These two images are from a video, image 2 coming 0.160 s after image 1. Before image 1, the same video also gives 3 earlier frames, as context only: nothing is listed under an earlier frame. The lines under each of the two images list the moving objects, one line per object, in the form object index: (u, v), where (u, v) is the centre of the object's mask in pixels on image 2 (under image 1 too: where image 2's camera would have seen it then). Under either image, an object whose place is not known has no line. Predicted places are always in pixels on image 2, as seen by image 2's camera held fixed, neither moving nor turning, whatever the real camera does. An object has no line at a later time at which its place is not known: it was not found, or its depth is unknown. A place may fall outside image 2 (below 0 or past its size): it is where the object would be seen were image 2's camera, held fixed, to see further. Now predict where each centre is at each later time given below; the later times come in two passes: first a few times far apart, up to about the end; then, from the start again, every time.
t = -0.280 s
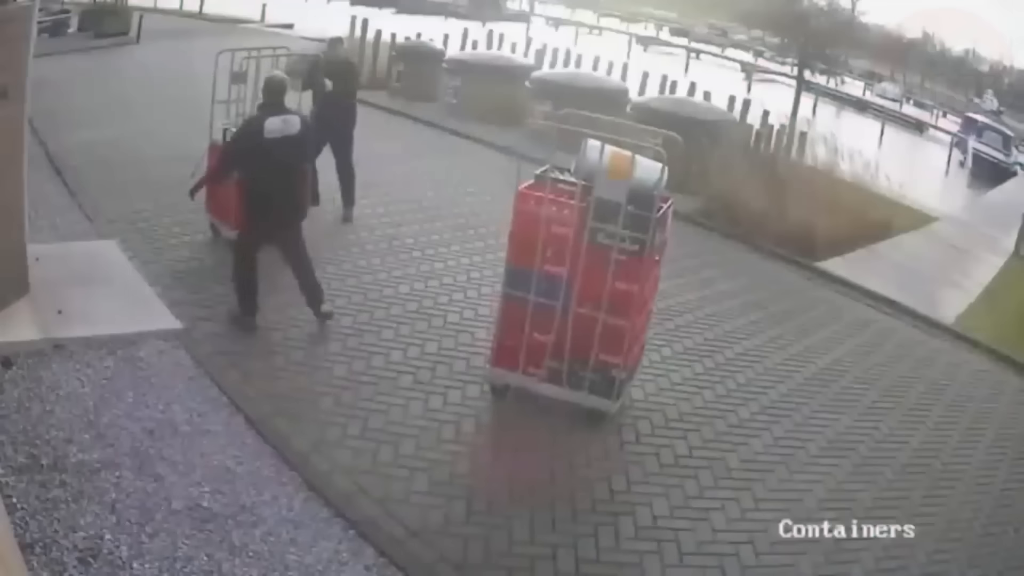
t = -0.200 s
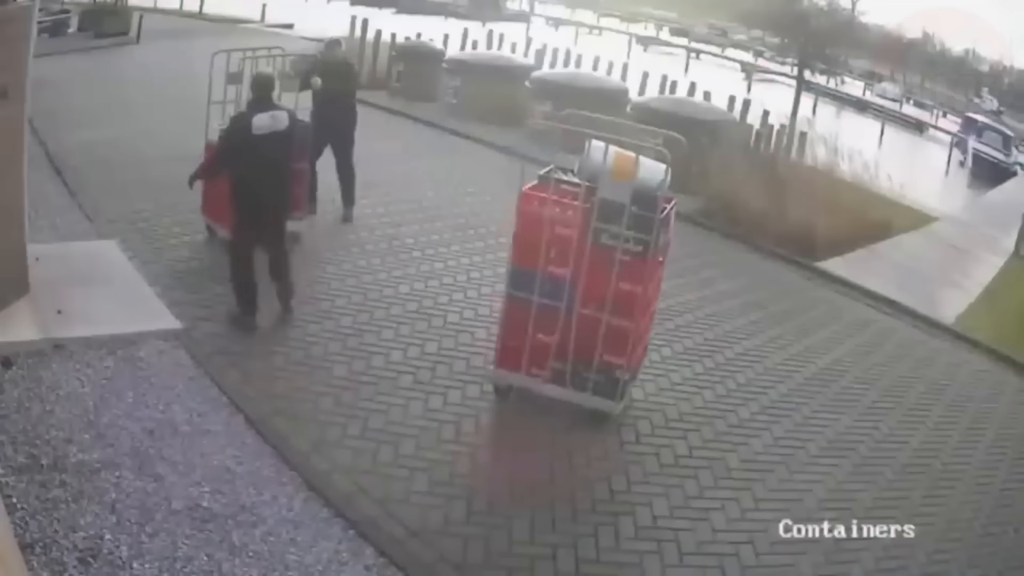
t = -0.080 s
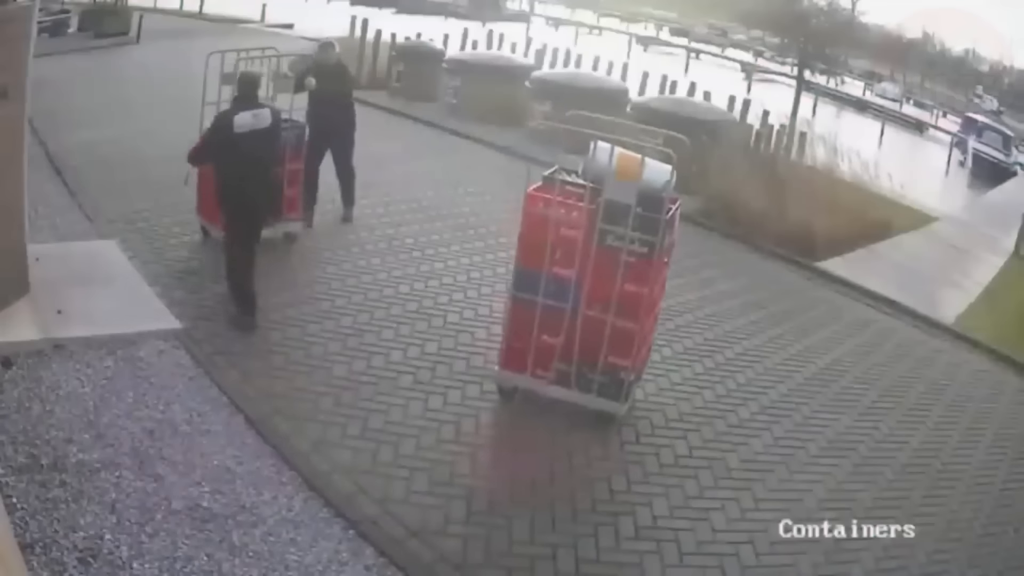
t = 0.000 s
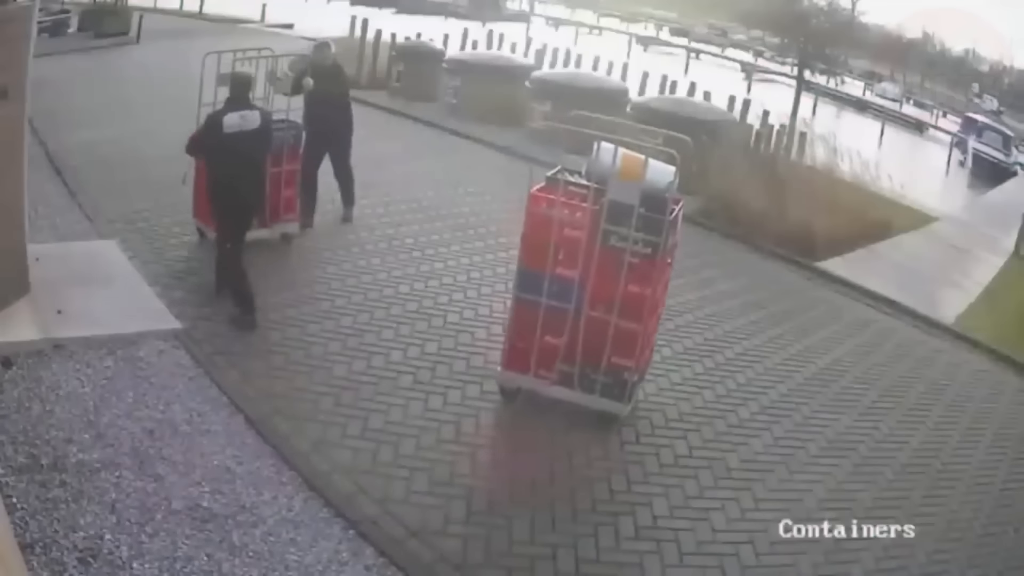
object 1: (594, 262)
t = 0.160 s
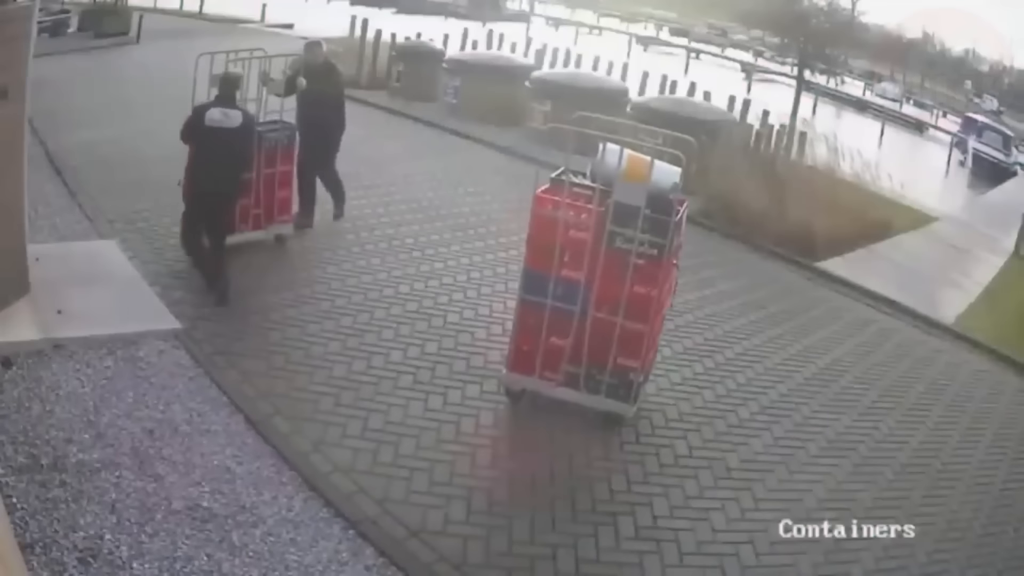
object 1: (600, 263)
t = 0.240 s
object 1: (602, 264)
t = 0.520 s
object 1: (610, 266)
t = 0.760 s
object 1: (616, 268)
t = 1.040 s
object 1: (625, 269)
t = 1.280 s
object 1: (631, 270)
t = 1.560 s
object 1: (637, 270)
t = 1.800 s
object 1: (644, 272)
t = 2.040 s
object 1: (650, 274)
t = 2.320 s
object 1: (659, 274)
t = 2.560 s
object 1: (666, 276)
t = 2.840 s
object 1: (675, 277)
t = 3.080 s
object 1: (682, 278)
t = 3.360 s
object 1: (691, 277)
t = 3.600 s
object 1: (699, 278)
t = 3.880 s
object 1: (709, 280)
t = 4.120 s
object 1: (717, 280)
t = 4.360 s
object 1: (725, 281)
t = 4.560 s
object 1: (733, 282)
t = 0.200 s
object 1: (601, 264)
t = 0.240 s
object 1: (602, 264)
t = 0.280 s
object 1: (603, 265)
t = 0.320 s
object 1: (604, 265)
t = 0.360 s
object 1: (606, 265)
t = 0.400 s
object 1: (607, 265)
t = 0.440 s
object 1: (608, 266)
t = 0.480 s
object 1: (609, 266)
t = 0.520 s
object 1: (610, 266)
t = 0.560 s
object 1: (611, 266)
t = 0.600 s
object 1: (612, 266)
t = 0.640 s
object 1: (613, 266)
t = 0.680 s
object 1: (614, 267)
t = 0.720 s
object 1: (615, 267)
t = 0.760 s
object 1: (616, 268)
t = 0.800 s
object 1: (618, 268)
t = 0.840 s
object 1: (619, 268)
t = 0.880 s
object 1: (620, 268)
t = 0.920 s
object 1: (621, 269)
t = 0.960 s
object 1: (622, 269)
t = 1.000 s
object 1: (624, 268)
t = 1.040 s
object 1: (625, 269)
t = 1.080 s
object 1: (626, 269)
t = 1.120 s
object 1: (627, 269)
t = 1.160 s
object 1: (628, 269)
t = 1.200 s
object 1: (629, 269)
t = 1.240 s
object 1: (630, 269)
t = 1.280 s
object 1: (631, 270)
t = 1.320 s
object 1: (632, 270)
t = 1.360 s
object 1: (633, 270)
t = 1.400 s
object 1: (634, 270)
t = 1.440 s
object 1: (635, 270)
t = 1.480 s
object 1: (635, 270)
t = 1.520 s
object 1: (636, 270)
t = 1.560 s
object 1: (637, 270)
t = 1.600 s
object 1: (638, 271)
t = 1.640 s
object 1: (639, 271)
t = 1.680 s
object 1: (640, 271)
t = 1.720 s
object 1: (642, 271)
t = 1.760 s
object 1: (643, 271)
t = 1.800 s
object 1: (644, 272)
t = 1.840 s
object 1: (645, 272)
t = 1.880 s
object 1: (646, 272)
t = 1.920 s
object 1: (647, 272)
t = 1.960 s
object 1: (648, 273)
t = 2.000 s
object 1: (649, 274)
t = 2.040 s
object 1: (650, 274)
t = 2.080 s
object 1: (651, 274)
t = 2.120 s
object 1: (652, 274)
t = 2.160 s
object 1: (653, 274)
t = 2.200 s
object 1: (655, 274)
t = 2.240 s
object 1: (656, 274)
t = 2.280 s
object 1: (658, 274)
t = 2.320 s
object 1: (659, 274)
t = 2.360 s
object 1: (660, 274)
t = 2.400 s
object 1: (661, 274)
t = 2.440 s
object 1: (662, 275)
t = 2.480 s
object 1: (664, 275)
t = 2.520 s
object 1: (665, 275)
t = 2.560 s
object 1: (666, 276)
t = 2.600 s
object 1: (668, 276)
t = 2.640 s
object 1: (669, 276)
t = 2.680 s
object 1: (670, 276)
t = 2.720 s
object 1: (672, 276)
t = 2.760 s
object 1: (673, 276)
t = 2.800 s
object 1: (674, 277)
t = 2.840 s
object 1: (675, 277)
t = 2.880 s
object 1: (676, 277)
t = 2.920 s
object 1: (678, 278)
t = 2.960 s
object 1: (679, 278)
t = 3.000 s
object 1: (680, 278)
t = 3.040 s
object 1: (681, 278)
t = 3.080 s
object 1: (682, 278)
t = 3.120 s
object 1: (684, 278)
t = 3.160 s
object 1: (685, 278)
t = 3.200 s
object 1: (686, 278)
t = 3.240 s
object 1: (687, 278)
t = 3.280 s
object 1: (688, 277)
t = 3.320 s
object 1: (690, 277)
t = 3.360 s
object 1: (691, 277)
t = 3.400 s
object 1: (692, 277)
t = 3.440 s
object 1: (694, 277)
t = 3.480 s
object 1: (695, 277)
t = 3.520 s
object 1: (696, 277)
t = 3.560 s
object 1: (697, 277)
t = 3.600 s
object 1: (699, 278)
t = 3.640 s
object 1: (700, 278)
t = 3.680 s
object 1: (702, 278)
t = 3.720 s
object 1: (703, 279)
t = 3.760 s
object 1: (704, 279)
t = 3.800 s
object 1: (706, 279)
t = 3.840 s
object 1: (707, 280)
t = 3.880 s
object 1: (709, 280)
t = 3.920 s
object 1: (710, 280)
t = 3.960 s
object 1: (712, 280)
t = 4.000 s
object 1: (713, 280)
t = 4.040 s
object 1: (714, 280)
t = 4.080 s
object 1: (716, 280)
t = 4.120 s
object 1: (717, 280)
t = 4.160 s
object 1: (718, 280)
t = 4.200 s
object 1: (720, 280)
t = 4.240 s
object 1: (722, 281)
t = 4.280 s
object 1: (723, 281)
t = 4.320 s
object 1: (724, 281)
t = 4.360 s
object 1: (725, 281)
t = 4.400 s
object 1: (727, 282)
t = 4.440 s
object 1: (729, 281)
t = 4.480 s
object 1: (730, 282)
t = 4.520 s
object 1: (732, 282)
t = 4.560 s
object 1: (733, 282)
